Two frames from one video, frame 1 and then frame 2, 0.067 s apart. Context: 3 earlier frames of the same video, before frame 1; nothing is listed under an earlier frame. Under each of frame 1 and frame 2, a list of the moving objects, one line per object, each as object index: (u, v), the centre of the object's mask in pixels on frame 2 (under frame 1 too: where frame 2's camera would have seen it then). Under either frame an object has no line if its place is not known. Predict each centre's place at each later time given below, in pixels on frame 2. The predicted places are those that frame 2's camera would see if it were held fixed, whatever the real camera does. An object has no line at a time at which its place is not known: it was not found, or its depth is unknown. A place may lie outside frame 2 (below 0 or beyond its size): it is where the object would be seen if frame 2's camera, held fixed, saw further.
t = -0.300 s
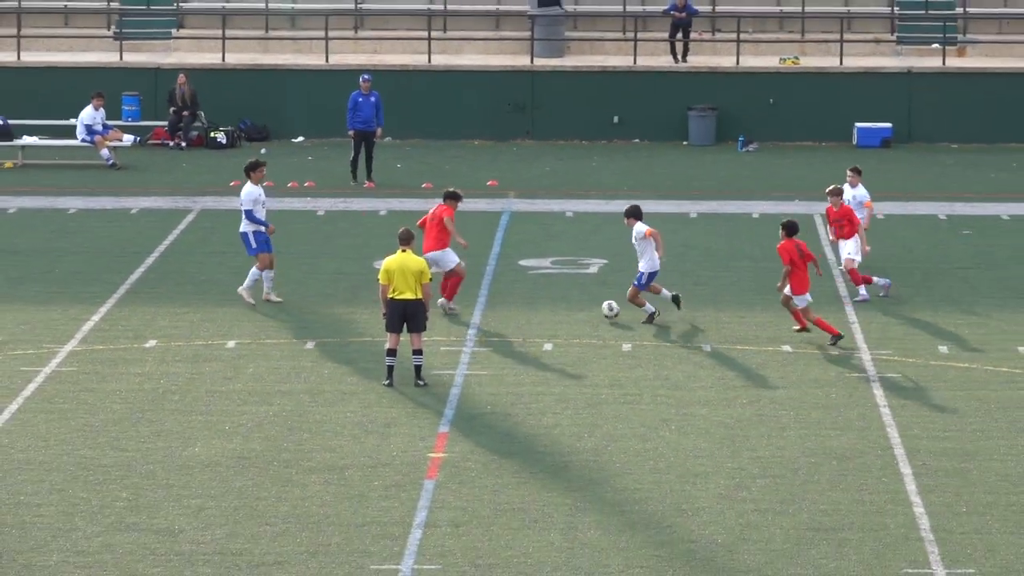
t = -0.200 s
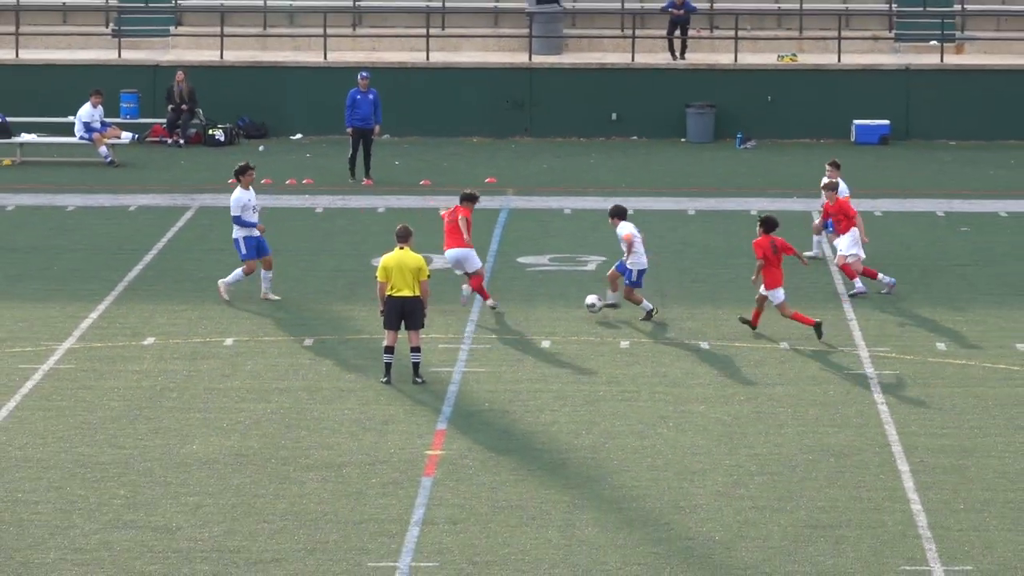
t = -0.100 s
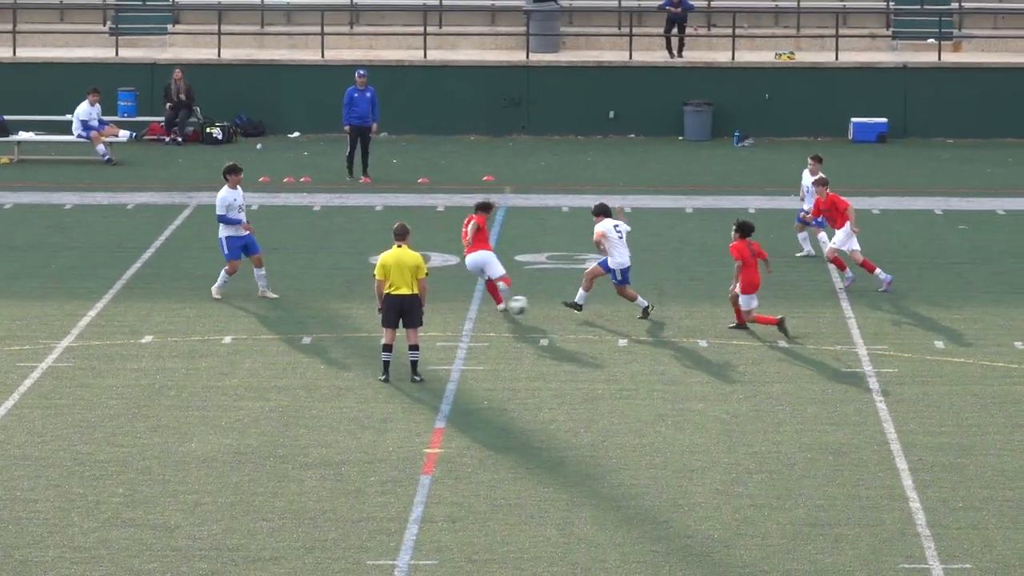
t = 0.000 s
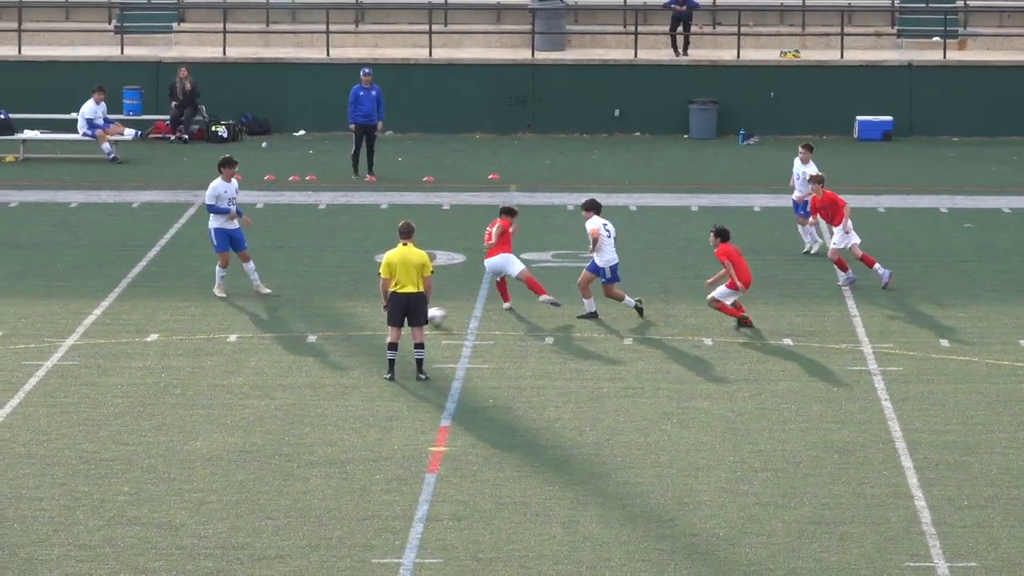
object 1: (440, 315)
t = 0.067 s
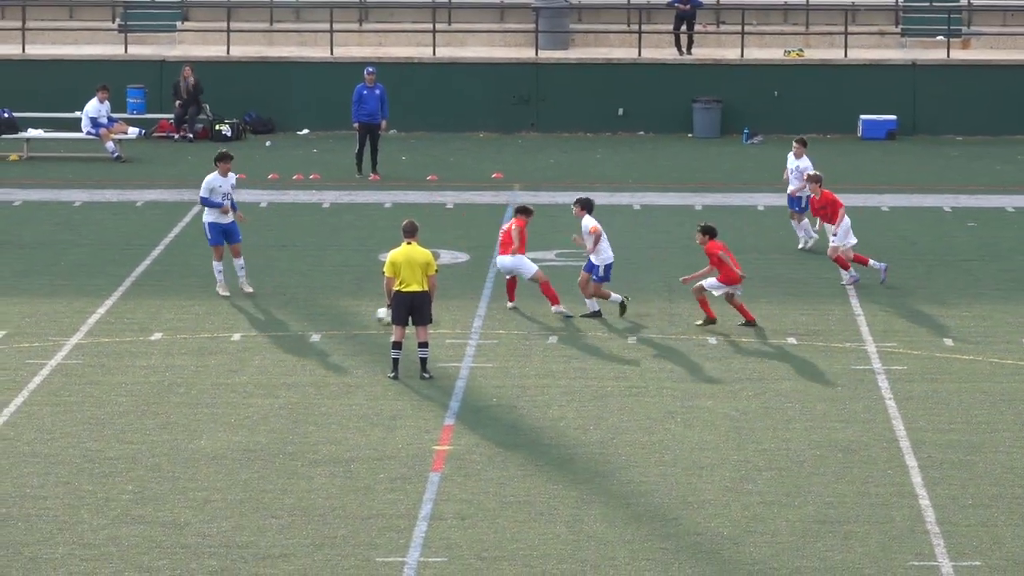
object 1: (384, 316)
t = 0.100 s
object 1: (359, 317)
